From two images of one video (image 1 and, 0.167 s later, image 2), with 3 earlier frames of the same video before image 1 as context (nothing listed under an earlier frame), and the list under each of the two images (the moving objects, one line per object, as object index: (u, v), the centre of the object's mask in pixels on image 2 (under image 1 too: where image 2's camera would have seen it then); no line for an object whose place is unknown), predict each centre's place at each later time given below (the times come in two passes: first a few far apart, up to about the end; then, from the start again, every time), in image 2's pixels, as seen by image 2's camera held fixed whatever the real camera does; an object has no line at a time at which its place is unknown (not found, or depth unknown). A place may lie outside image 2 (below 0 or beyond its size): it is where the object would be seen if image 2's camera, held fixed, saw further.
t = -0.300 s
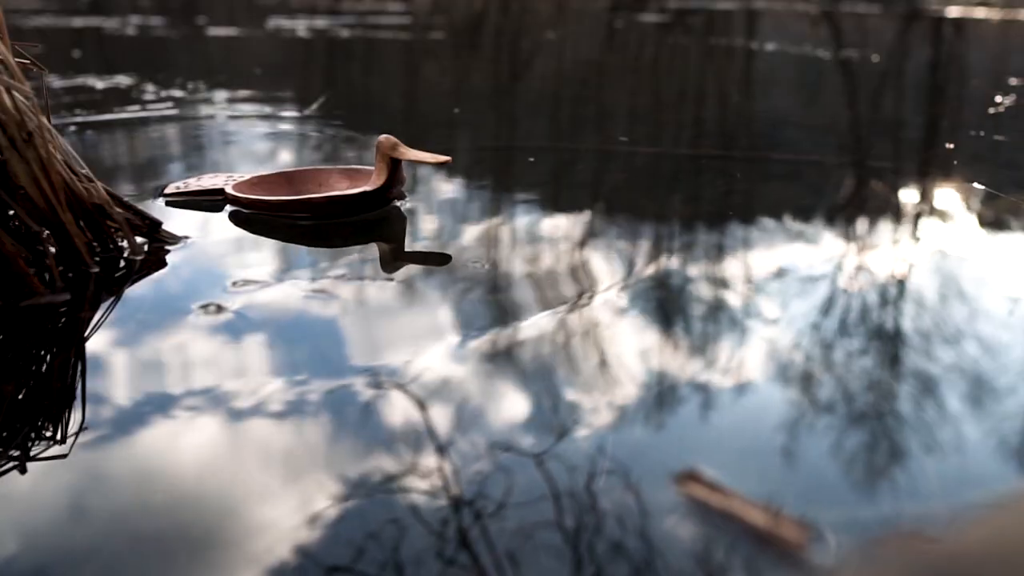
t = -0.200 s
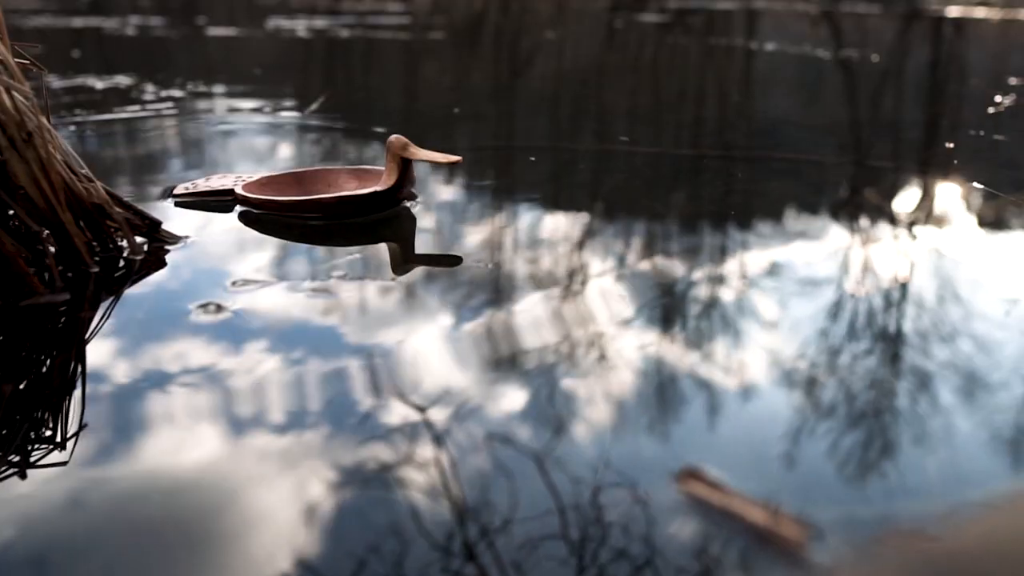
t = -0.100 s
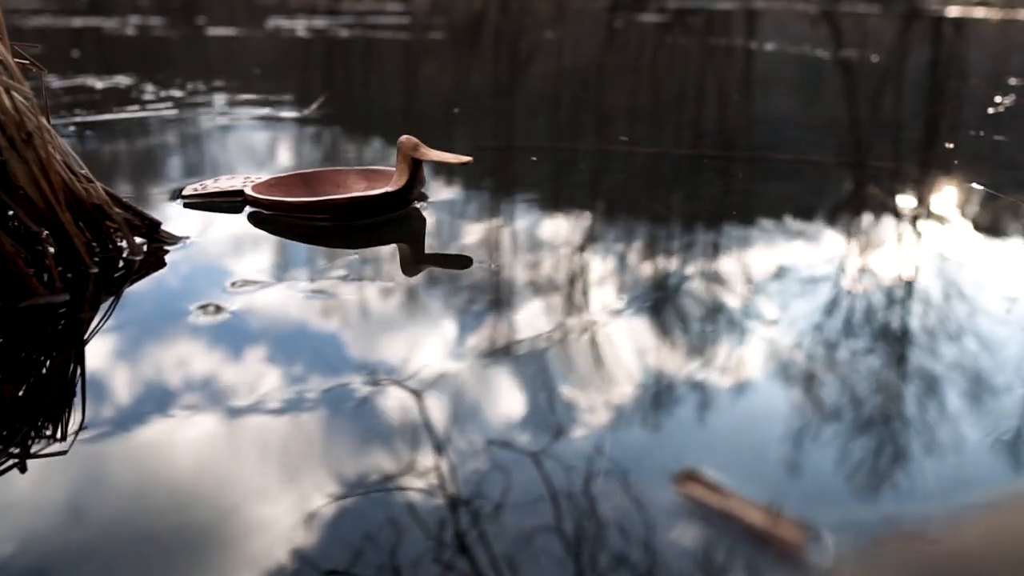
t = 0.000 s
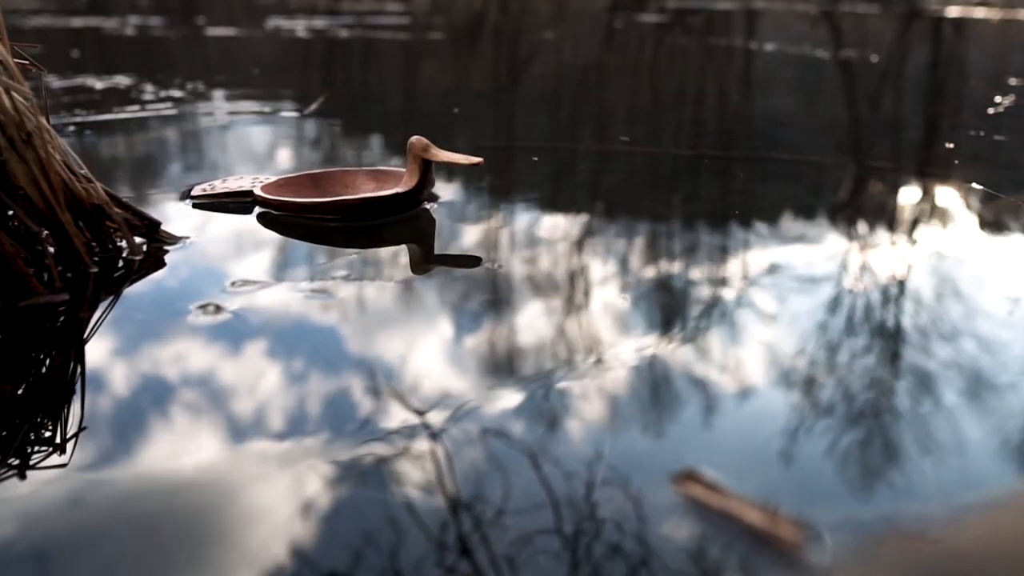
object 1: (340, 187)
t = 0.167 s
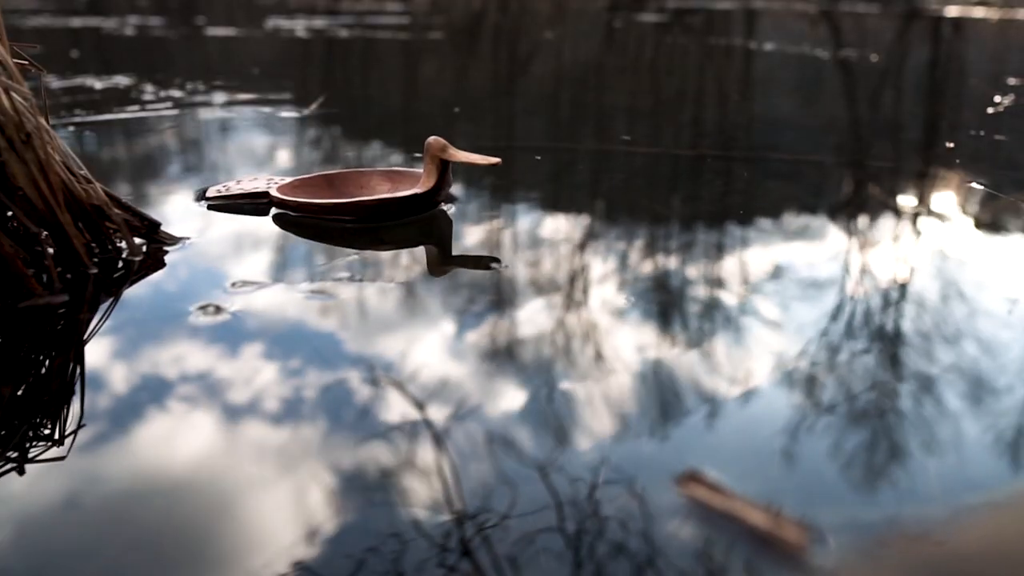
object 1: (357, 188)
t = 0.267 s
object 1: (365, 188)
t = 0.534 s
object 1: (390, 189)
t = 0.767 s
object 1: (409, 190)
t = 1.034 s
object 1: (431, 190)
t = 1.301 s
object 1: (452, 191)
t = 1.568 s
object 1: (472, 192)
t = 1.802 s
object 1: (488, 192)
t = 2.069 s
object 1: (506, 192)
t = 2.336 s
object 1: (525, 193)
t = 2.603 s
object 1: (542, 193)
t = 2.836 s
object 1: (557, 193)
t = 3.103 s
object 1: (572, 193)
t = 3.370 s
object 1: (586, 194)
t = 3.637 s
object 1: (600, 194)
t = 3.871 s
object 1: (612, 193)
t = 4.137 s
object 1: (625, 193)
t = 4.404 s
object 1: (634, 194)
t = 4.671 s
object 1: (648, 193)
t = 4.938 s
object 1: (658, 193)
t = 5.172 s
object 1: (668, 193)
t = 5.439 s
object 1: (678, 193)
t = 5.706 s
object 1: (686, 193)
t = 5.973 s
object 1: (696, 193)
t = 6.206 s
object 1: (702, 193)
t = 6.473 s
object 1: (710, 191)
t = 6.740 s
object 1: (716, 191)
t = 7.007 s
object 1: (723, 192)
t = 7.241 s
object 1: (728, 192)
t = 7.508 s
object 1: (734, 192)
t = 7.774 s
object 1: (740, 192)
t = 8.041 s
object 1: (747, 192)
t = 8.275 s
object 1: (752, 193)
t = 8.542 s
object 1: (756, 193)
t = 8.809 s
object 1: (761, 194)
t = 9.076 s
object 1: (765, 194)
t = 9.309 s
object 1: (770, 193)
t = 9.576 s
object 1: (778, 193)
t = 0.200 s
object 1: (360, 188)
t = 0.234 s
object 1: (362, 188)
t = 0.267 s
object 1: (365, 188)
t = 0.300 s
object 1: (368, 188)
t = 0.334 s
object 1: (371, 188)
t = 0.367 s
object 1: (374, 189)
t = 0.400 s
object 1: (377, 189)
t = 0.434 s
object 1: (380, 189)
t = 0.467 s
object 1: (384, 189)
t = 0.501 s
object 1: (387, 189)
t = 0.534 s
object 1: (390, 189)
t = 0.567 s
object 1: (392, 189)
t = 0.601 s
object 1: (395, 189)
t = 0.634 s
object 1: (398, 190)
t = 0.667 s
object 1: (400, 190)
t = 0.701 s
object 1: (404, 190)
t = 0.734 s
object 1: (407, 190)
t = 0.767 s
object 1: (409, 190)
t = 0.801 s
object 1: (412, 190)
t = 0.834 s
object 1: (414, 190)
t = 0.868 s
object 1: (417, 190)
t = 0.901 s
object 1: (420, 191)
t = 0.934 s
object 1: (423, 191)
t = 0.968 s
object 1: (426, 191)
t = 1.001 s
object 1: (428, 191)
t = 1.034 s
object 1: (431, 190)
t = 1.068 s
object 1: (434, 190)
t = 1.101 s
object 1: (437, 190)
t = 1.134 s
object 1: (439, 190)
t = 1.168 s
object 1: (441, 191)
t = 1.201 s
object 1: (444, 191)
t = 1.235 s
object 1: (446, 191)
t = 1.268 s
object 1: (449, 191)
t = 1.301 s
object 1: (452, 191)
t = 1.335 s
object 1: (455, 192)
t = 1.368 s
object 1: (457, 191)
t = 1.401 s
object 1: (459, 191)
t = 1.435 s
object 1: (461, 191)
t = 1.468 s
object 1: (465, 191)
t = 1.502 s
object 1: (466, 191)
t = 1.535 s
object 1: (469, 192)
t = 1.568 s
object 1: (472, 192)
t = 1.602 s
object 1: (474, 192)
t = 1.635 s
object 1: (477, 192)
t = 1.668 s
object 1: (479, 192)
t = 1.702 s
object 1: (480, 192)
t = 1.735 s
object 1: (483, 192)
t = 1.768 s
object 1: (486, 192)
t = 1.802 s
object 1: (488, 192)
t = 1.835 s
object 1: (490, 192)
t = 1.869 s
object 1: (492, 192)
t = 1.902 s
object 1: (494, 192)
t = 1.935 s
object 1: (497, 192)
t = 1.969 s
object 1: (500, 192)
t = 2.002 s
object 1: (503, 192)
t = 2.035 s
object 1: (505, 192)
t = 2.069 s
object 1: (506, 192)
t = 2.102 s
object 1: (509, 192)
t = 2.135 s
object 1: (512, 193)
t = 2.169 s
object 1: (514, 193)
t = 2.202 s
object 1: (516, 193)
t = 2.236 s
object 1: (518, 193)
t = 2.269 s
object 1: (520, 193)
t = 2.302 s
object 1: (523, 193)
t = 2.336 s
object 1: (525, 193)
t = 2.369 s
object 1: (527, 193)
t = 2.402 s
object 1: (530, 193)
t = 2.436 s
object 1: (532, 193)
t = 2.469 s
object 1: (533, 193)
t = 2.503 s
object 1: (536, 193)
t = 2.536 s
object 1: (538, 193)
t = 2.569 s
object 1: (540, 193)
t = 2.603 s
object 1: (542, 193)
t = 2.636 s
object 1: (545, 193)
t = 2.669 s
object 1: (546, 193)
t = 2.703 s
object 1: (548, 193)
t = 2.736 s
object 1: (550, 193)
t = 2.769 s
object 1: (552, 193)
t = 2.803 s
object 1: (554, 193)
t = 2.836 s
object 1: (557, 193)
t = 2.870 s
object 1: (559, 193)
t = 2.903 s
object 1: (561, 193)
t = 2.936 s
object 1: (562, 193)
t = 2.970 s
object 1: (564, 193)
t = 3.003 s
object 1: (567, 193)
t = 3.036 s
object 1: (568, 193)
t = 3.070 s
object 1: (570, 193)
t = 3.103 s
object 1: (572, 193)
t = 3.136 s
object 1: (573, 193)
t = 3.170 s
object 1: (575, 193)
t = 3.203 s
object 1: (577, 193)
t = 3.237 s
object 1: (579, 193)
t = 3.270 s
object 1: (581, 193)
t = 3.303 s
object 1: (583, 194)
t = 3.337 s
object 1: (585, 194)
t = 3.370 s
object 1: (586, 194)
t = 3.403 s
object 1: (588, 194)
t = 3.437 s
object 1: (590, 193)
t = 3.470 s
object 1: (592, 194)
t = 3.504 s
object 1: (593, 194)
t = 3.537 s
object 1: (595, 194)
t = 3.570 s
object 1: (597, 193)
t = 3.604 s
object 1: (599, 193)
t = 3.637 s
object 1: (600, 194)
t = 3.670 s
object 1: (602, 194)
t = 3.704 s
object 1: (604, 194)
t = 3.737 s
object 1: (606, 193)
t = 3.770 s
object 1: (606, 194)
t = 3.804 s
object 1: (608, 194)
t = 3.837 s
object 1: (609, 194)
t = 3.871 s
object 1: (612, 193)
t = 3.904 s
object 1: (614, 193)
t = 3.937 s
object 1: (614, 194)
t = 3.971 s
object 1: (616, 194)
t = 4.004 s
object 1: (619, 193)
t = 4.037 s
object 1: (620, 194)
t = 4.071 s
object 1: (622, 193)
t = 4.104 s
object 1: (623, 193)
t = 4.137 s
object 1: (625, 193)
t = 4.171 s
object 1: (627, 193)
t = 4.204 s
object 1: (627, 193)
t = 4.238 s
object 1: (629, 193)
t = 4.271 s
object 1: (630, 194)
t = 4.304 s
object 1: (631, 194)
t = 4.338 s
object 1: (632, 194)
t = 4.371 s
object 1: (635, 193)
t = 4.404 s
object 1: (634, 194)
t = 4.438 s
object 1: (638, 193)
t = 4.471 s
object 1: (639, 193)
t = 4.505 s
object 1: (641, 193)
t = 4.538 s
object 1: (642, 193)
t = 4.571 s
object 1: (642, 194)
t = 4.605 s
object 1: (643, 194)
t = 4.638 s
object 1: (645, 193)
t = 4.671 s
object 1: (648, 193)
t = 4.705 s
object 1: (649, 193)
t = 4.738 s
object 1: (651, 193)
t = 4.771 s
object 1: (652, 193)
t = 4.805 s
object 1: (651, 193)
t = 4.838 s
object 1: (654, 193)
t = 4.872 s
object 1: (655, 193)
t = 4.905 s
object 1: (656, 193)
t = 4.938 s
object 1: (658, 193)
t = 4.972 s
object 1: (659, 193)
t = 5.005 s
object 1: (660, 193)
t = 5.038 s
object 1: (661, 193)
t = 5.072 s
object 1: (664, 193)
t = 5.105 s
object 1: (663, 193)
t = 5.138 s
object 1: (666, 193)
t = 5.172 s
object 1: (668, 193)
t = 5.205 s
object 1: (670, 193)
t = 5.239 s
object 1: (671, 193)
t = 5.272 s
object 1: (672, 193)
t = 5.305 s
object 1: (673, 193)
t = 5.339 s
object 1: (675, 193)
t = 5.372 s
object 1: (675, 193)
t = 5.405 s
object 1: (676, 193)
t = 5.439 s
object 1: (678, 193)
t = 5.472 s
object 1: (679, 193)
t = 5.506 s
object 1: (680, 193)
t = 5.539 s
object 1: (682, 193)
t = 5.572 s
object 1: (682, 193)
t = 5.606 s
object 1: (683, 193)
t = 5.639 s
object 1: (684, 193)
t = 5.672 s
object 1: (685, 193)
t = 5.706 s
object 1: (686, 193)
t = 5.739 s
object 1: (687, 193)
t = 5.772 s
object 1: (689, 193)
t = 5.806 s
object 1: (690, 193)
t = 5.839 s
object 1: (692, 193)
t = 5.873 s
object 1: (692, 193)
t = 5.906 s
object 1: (695, 193)
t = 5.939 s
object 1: (694, 193)
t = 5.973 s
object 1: (696, 193)
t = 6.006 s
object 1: (697, 193)
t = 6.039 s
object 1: (698, 192)
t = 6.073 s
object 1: (697, 193)
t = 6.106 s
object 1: (700, 192)
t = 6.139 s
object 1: (700, 193)
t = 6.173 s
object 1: (702, 193)
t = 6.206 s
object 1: (702, 193)
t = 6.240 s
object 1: (701, 193)
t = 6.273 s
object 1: (704, 192)
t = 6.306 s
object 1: (705, 192)
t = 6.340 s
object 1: (706, 192)
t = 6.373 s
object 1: (707, 192)
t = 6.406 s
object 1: (708, 191)
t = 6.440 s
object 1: (709, 191)
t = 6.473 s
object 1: (710, 191)
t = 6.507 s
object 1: (707, 193)
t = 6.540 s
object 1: (712, 191)
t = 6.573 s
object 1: (712, 191)
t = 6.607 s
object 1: (710, 193)
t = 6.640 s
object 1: (713, 191)
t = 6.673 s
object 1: (713, 192)
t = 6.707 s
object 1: (714, 192)
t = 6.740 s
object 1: (716, 191)
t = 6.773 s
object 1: (717, 192)
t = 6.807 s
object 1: (717, 192)
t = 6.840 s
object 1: (719, 191)
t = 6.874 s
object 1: (720, 191)
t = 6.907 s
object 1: (720, 191)
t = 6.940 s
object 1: (721, 191)
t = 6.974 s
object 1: (722, 191)
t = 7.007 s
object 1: (723, 192)
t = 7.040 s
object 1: (722, 193)
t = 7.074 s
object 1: (724, 192)
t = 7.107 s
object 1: (726, 192)
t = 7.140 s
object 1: (726, 191)
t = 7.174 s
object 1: (727, 192)
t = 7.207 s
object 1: (726, 193)
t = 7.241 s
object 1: (728, 192)
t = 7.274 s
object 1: (729, 192)
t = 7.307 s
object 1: (730, 192)
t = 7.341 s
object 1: (731, 192)
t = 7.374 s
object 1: (732, 192)
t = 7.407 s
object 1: (732, 192)
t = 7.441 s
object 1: (734, 192)
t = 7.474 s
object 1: (732, 194)
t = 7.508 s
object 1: (734, 192)
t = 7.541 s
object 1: (735, 192)
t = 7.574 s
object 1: (736, 192)
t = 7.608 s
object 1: (737, 192)
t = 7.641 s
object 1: (738, 192)
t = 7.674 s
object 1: (738, 192)
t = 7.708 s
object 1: (739, 192)
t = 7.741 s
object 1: (740, 192)
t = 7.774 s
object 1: (740, 192)
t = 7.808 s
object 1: (741, 192)
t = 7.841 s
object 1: (742, 192)
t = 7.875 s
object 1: (743, 192)
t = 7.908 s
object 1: (744, 193)
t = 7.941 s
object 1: (744, 193)
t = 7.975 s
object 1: (745, 192)
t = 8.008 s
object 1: (746, 192)
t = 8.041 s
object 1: (747, 192)
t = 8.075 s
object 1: (748, 193)
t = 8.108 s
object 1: (749, 193)
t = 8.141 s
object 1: (750, 193)
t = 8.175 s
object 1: (750, 193)
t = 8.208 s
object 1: (751, 193)
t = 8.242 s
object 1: (751, 193)
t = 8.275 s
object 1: (752, 193)
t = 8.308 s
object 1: (752, 193)
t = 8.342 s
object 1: (752, 193)
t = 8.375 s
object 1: (753, 193)
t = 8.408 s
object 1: (754, 194)
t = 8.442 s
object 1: (754, 194)
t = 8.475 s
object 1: (755, 194)
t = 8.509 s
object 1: (755, 194)
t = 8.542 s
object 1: (756, 193)
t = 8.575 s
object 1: (756, 194)
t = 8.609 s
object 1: (757, 194)
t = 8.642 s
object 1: (758, 194)
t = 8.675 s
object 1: (758, 194)
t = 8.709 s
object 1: (759, 194)
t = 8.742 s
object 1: (760, 194)
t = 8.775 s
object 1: (760, 194)
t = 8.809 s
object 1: (761, 194)
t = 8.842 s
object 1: (761, 194)
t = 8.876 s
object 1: (762, 194)
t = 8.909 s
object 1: (763, 194)
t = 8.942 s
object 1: (763, 194)
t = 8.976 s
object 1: (763, 194)
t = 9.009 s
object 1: (763, 194)
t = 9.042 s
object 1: (764, 194)
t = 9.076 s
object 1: (765, 194)
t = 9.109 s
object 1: (766, 194)
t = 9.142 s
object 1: (767, 194)
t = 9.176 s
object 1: (767, 194)
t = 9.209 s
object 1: (768, 193)
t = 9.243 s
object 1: (768, 193)
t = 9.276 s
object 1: (769, 193)
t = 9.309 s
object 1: (770, 193)
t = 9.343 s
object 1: (771, 193)
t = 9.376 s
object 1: (772, 193)
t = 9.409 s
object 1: (774, 193)
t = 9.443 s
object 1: (775, 193)
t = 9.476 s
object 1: (776, 193)
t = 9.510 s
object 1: (776, 193)
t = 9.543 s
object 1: (777, 193)
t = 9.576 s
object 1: (778, 193)
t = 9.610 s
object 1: (778, 193)
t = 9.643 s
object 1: (779, 193)
